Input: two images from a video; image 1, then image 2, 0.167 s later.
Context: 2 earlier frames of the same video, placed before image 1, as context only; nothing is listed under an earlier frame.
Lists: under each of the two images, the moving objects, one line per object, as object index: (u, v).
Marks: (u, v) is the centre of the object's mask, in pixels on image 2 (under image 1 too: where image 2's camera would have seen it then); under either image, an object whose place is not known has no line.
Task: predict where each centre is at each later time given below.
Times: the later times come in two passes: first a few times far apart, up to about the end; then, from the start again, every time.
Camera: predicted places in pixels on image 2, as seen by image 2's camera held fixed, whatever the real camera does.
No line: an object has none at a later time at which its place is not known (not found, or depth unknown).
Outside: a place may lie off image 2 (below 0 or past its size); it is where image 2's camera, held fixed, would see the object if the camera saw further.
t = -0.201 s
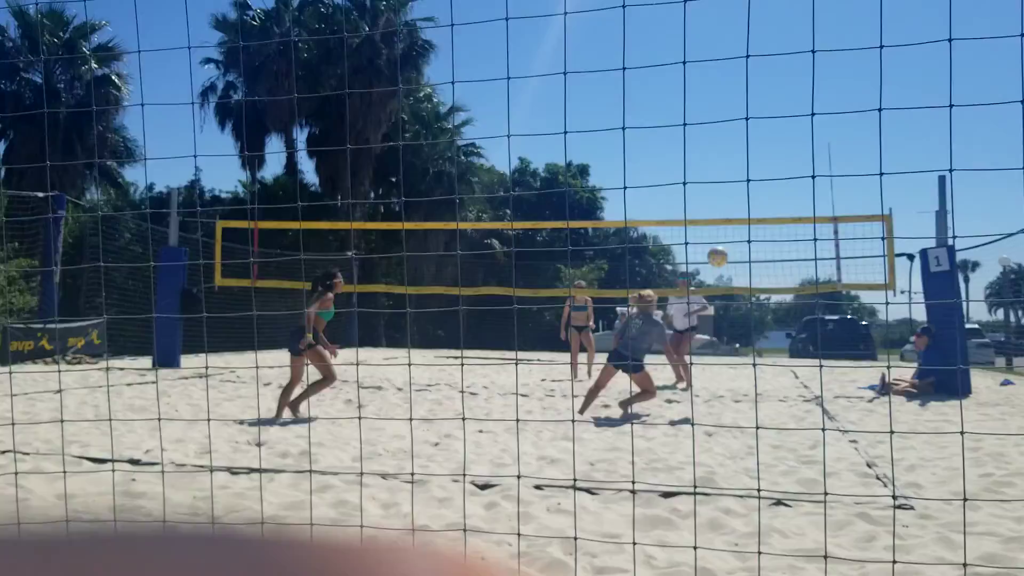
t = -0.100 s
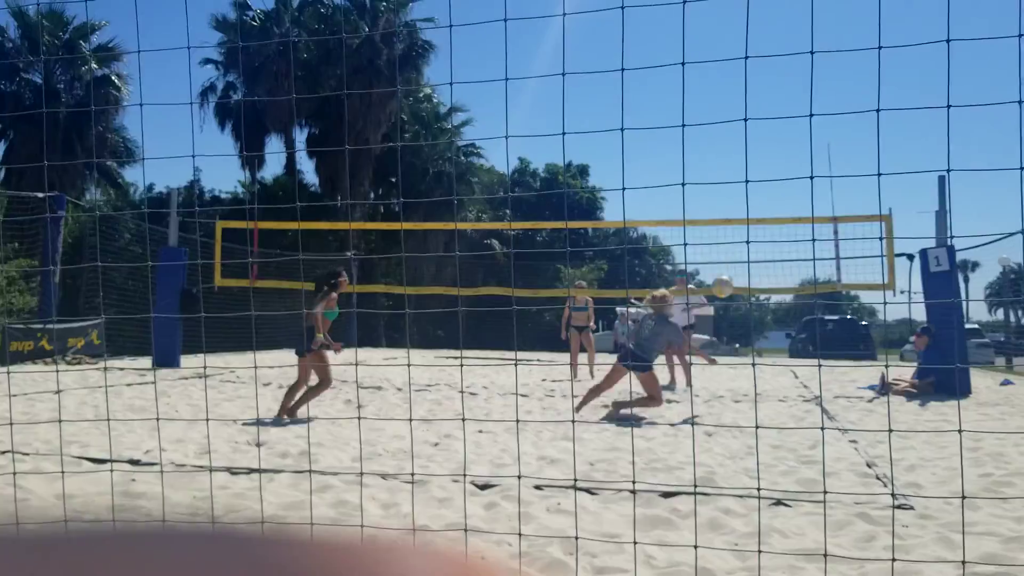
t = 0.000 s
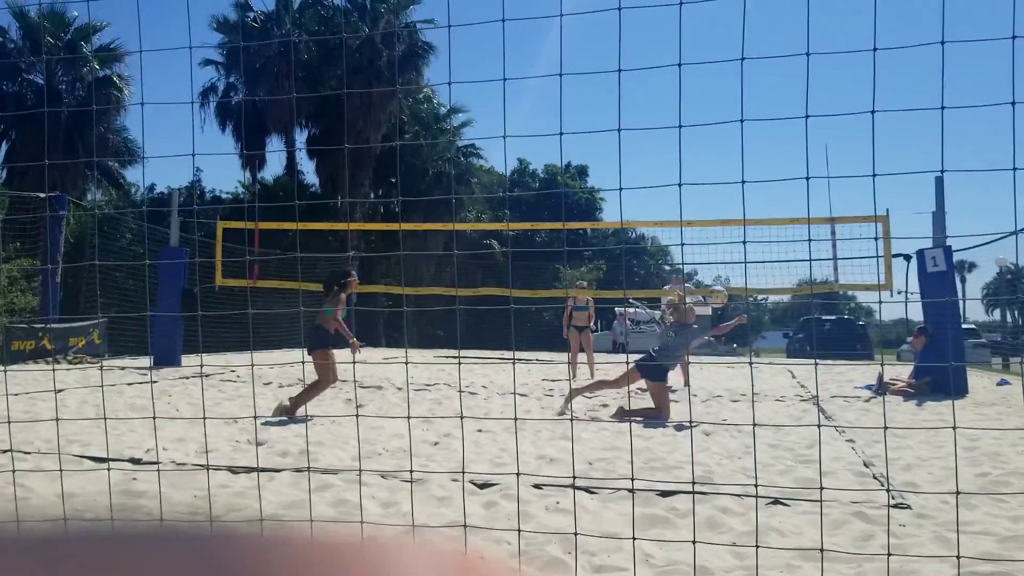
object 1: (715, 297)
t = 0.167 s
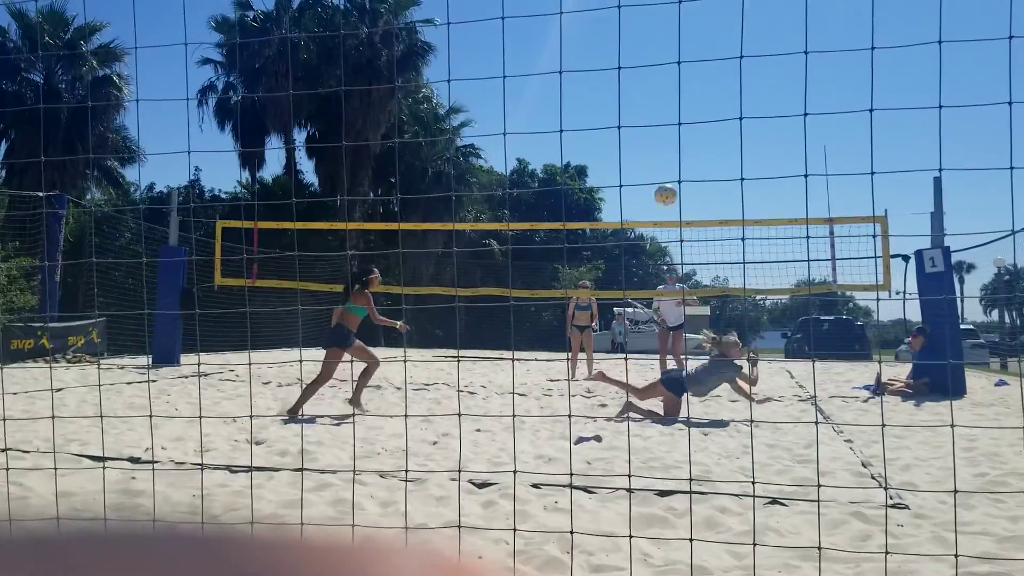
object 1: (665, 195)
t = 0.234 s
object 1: (645, 161)
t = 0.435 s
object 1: (583, 84)
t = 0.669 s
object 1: (507, 47)
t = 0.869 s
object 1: (439, 68)
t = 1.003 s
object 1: (393, 113)
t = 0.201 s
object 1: (656, 177)
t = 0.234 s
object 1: (645, 161)
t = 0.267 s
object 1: (635, 145)
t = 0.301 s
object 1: (625, 131)
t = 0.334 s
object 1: (614, 118)
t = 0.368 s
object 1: (604, 106)
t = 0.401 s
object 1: (594, 95)
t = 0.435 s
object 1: (583, 84)
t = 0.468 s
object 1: (573, 75)
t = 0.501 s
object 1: (562, 67)
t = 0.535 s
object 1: (551, 61)
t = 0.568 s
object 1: (540, 56)
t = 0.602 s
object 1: (529, 51)
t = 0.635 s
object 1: (518, 48)
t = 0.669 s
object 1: (507, 47)
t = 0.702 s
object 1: (496, 46)
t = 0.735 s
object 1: (484, 48)
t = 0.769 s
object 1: (473, 50)
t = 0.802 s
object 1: (463, 54)
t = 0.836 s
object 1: (451, 60)
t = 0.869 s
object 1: (439, 68)
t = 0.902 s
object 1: (428, 77)
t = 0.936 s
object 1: (417, 87)
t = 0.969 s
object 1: (405, 100)
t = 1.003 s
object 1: (393, 113)
